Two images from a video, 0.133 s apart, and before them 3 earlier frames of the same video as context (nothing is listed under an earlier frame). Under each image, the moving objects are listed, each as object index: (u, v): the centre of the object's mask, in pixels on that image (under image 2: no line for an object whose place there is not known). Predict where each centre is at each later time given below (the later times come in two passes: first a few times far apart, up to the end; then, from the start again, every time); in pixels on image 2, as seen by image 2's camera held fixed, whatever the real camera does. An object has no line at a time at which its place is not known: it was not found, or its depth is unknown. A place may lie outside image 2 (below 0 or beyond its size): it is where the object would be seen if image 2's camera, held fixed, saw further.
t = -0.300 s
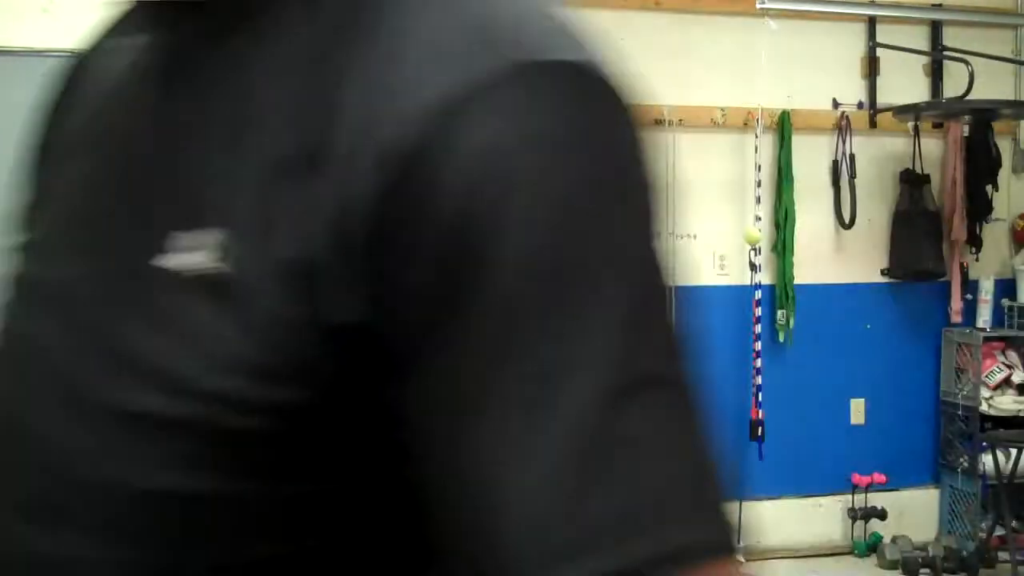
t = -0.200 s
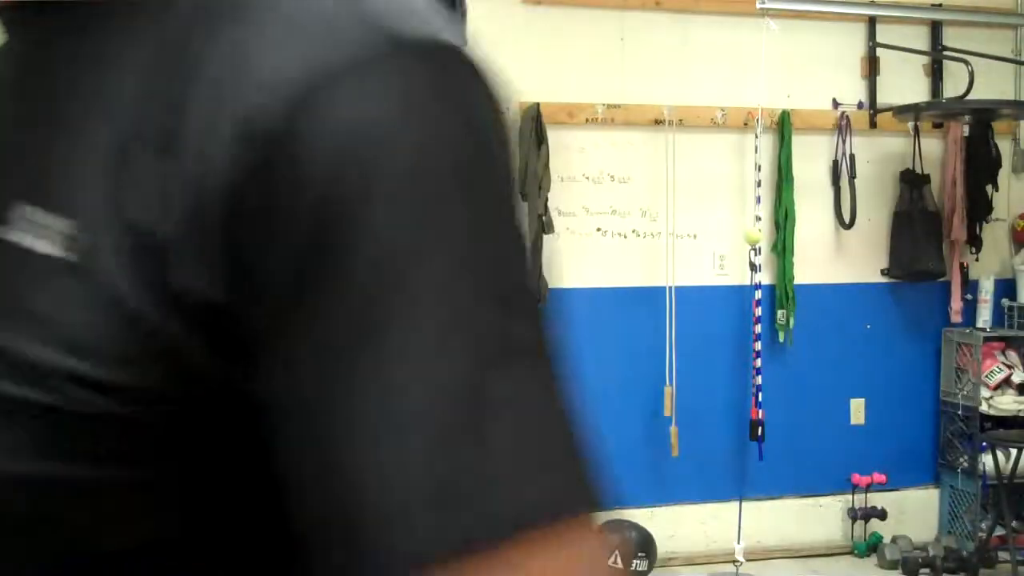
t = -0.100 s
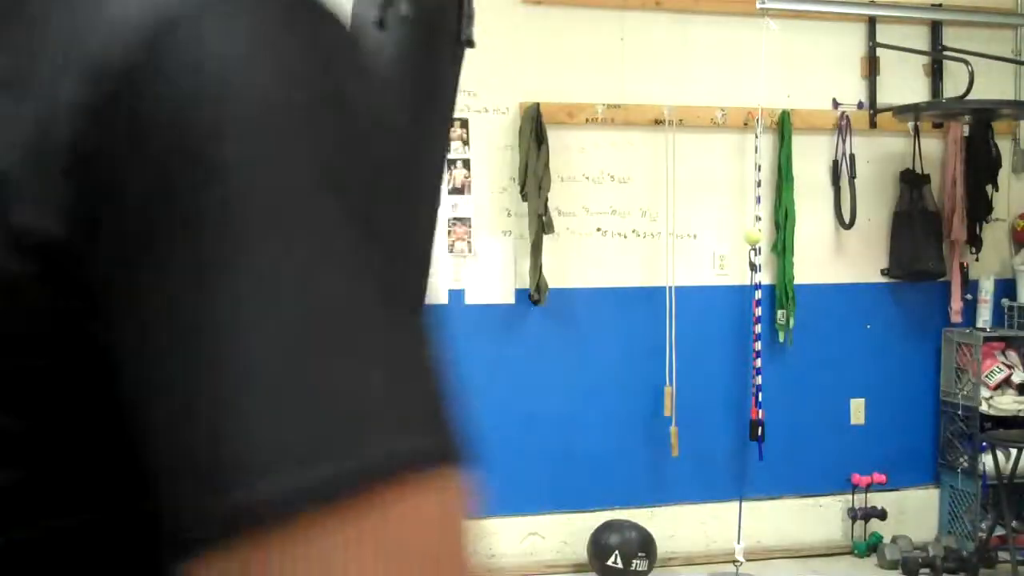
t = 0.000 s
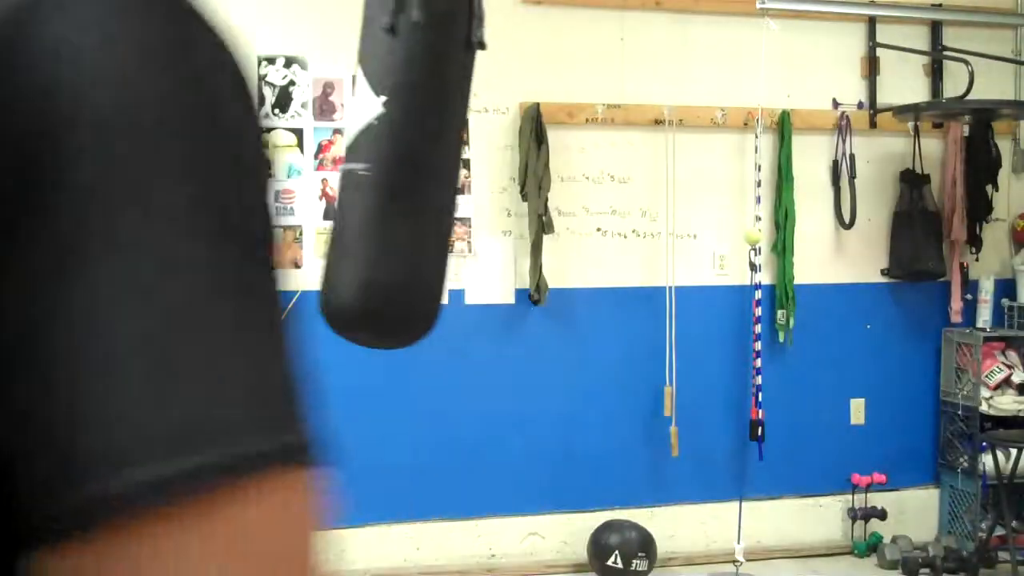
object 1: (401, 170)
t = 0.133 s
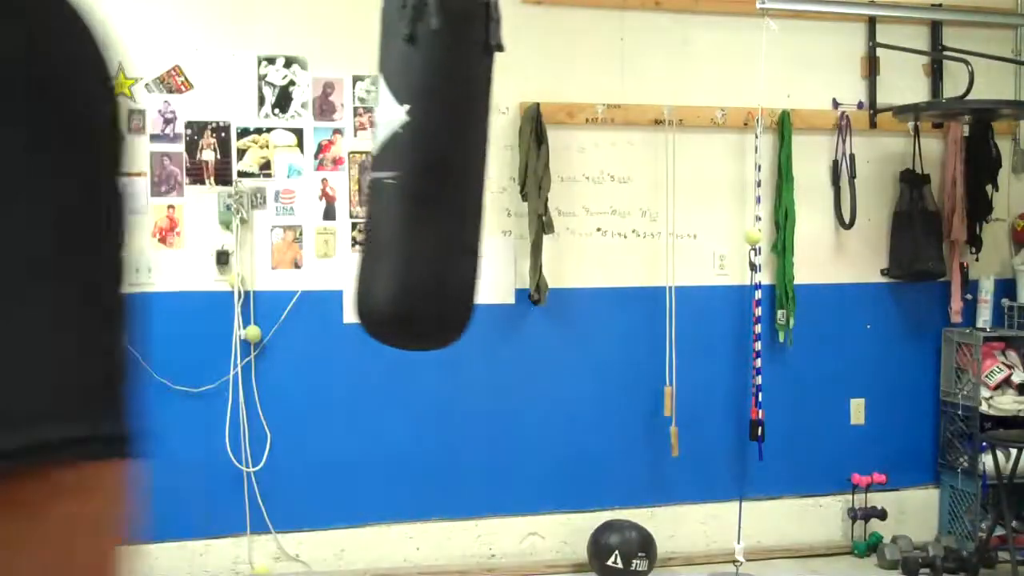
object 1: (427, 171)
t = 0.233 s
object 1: (448, 171)
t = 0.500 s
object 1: (500, 167)
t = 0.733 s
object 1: (526, 163)
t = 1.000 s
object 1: (527, 164)
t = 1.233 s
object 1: (502, 168)
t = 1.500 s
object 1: (450, 172)
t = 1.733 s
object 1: (402, 171)
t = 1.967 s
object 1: (369, 168)
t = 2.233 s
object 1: (368, 168)
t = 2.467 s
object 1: (399, 170)
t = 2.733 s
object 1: (453, 170)
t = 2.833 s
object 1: (473, 169)
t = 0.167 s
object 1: (434, 171)
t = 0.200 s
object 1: (441, 171)
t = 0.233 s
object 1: (448, 171)
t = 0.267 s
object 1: (455, 170)
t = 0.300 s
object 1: (463, 170)
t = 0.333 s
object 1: (469, 169)
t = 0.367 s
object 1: (480, 171)
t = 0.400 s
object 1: (485, 170)
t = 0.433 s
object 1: (489, 169)
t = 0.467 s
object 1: (495, 168)
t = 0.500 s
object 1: (500, 167)
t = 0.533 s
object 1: (505, 166)
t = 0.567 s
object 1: (509, 165)
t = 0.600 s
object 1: (514, 164)
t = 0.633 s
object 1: (518, 164)
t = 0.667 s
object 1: (521, 163)
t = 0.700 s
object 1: (524, 163)
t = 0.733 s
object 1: (526, 163)
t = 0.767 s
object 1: (528, 162)
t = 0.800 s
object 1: (529, 163)
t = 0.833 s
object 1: (530, 162)
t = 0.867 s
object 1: (531, 162)
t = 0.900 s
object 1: (531, 162)
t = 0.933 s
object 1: (530, 163)
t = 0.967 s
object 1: (529, 163)
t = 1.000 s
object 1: (527, 164)
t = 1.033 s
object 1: (525, 164)
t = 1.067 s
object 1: (522, 165)
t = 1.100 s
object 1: (519, 165)
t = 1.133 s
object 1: (515, 166)
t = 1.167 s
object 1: (511, 167)
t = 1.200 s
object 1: (507, 168)
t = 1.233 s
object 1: (502, 168)
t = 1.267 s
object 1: (496, 169)
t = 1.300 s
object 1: (491, 170)
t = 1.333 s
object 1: (486, 171)
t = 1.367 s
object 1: (479, 172)
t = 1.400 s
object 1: (471, 171)
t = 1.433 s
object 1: (465, 172)
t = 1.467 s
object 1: (457, 172)
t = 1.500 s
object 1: (450, 172)
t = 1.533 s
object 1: (443, 172)
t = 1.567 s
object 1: (436, 172)
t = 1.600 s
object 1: (429, 172)
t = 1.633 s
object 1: (422, 172)
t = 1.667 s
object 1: (415, 172)
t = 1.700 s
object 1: (408, 171)
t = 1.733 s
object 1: (402, 171)
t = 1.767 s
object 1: (396, 170)
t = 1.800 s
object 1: (390, 170)
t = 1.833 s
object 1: (385, 170)
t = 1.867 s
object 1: (380, 169)
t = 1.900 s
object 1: (376, 169)
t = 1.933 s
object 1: (372, 168)
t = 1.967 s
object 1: (369, 168)
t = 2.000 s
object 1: (367, 168)
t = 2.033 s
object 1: (365, 167)
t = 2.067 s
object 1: (364, 167)
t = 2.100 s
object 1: (364, 168)
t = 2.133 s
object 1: (364, 167)
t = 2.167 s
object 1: (364, 167)
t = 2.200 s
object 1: (366, 168)
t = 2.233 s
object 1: (368, 168)
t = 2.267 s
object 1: (371, 168)
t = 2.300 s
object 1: (374, 169)
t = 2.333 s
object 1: (378, 169)
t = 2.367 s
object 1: (383, 169)
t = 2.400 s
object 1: (388, 170)
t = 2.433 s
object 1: (393, 170)
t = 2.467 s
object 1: (399, 170)
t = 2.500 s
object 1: (405, 171)
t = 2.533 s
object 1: (412, 171)
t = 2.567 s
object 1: (419, 171)
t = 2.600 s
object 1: (425, 171)
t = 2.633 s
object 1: (432, 171)
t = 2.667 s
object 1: (439, 171)
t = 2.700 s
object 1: (446, 171)
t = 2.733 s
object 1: (453, 170)
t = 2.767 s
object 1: (460, 170)
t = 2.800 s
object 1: (466, 169)
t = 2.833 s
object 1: (473, 169)
